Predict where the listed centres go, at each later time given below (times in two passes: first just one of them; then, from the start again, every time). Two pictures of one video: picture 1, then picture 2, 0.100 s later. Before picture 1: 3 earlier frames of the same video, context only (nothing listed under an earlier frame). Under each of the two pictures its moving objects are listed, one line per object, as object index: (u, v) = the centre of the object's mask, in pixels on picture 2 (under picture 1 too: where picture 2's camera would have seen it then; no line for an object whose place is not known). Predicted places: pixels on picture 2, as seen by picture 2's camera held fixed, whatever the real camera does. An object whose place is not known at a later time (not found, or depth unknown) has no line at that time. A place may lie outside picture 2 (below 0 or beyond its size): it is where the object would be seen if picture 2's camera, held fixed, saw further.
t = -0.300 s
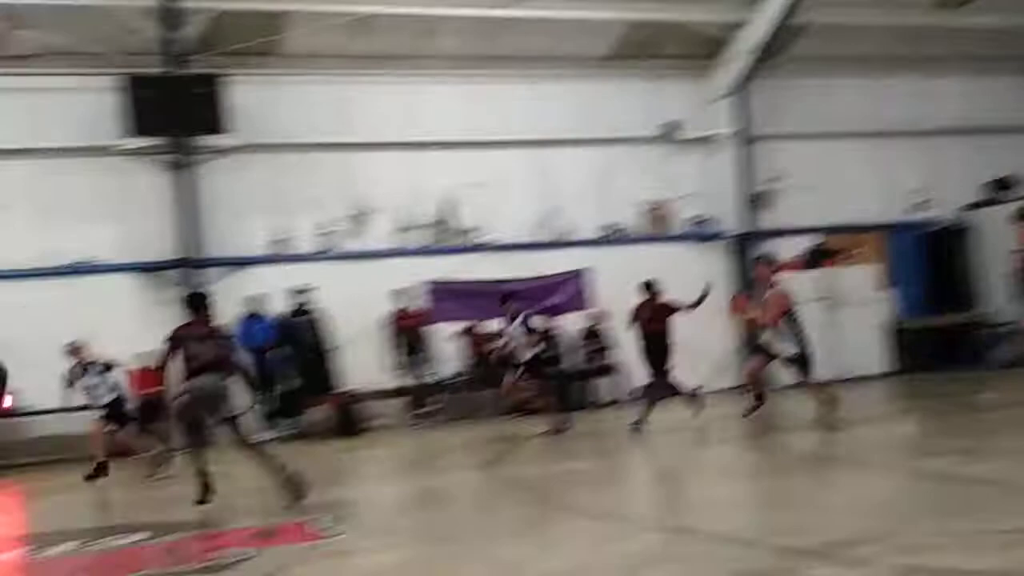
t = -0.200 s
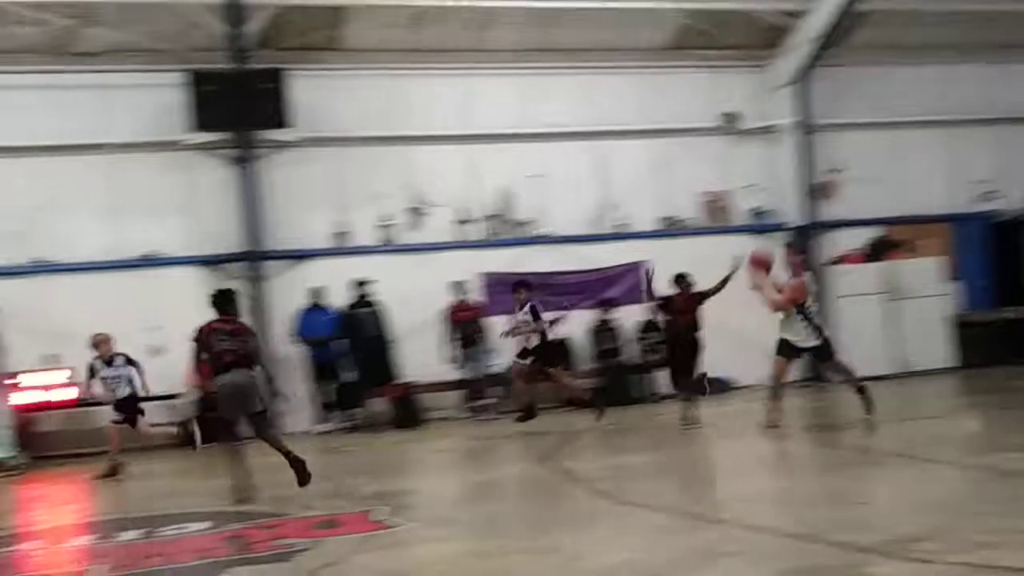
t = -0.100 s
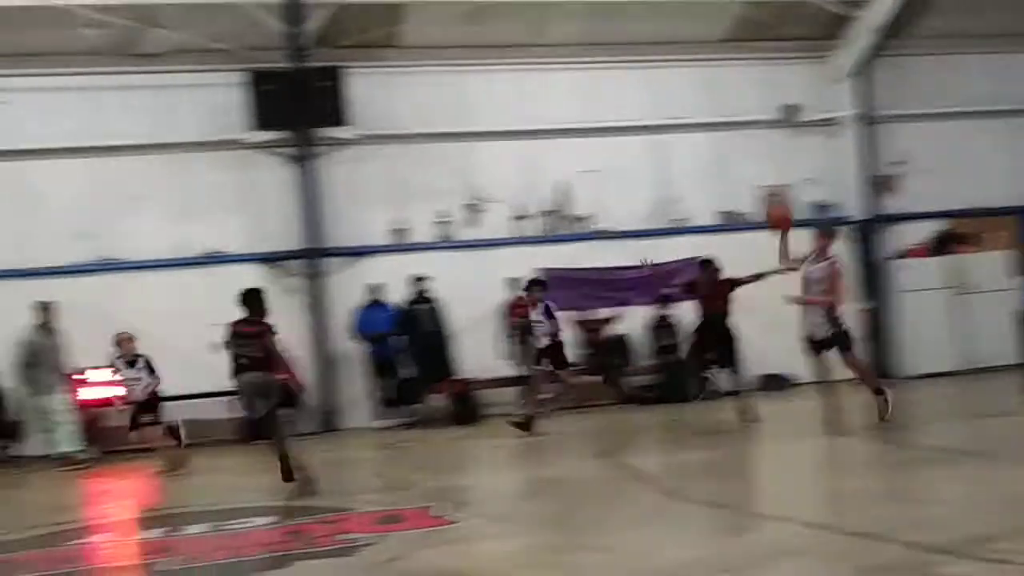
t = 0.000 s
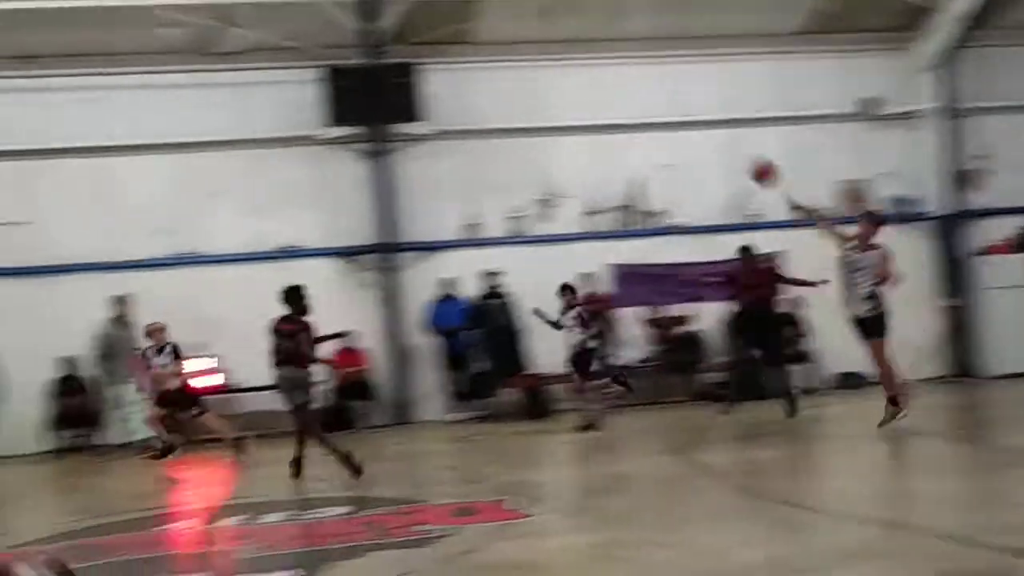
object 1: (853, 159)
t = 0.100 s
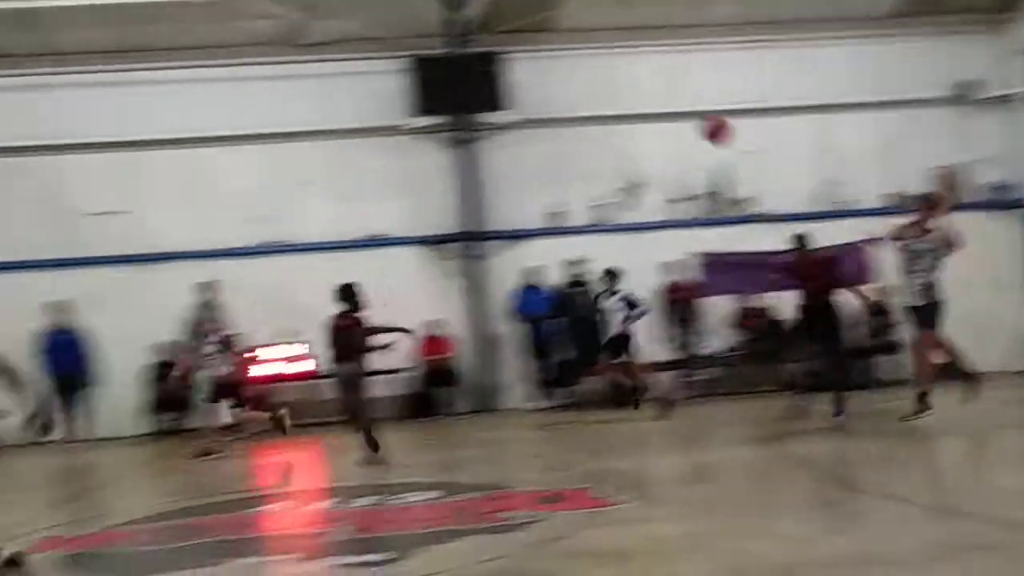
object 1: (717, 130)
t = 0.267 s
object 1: (458, 99)
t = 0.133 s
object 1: (667, 121)
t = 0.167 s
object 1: (618, 115)
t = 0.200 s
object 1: (569, 111)
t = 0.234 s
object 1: (515, 105)
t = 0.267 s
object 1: (458, 99)
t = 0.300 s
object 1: (400, 97)
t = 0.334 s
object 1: (344, 96)
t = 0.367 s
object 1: (284, 95)
